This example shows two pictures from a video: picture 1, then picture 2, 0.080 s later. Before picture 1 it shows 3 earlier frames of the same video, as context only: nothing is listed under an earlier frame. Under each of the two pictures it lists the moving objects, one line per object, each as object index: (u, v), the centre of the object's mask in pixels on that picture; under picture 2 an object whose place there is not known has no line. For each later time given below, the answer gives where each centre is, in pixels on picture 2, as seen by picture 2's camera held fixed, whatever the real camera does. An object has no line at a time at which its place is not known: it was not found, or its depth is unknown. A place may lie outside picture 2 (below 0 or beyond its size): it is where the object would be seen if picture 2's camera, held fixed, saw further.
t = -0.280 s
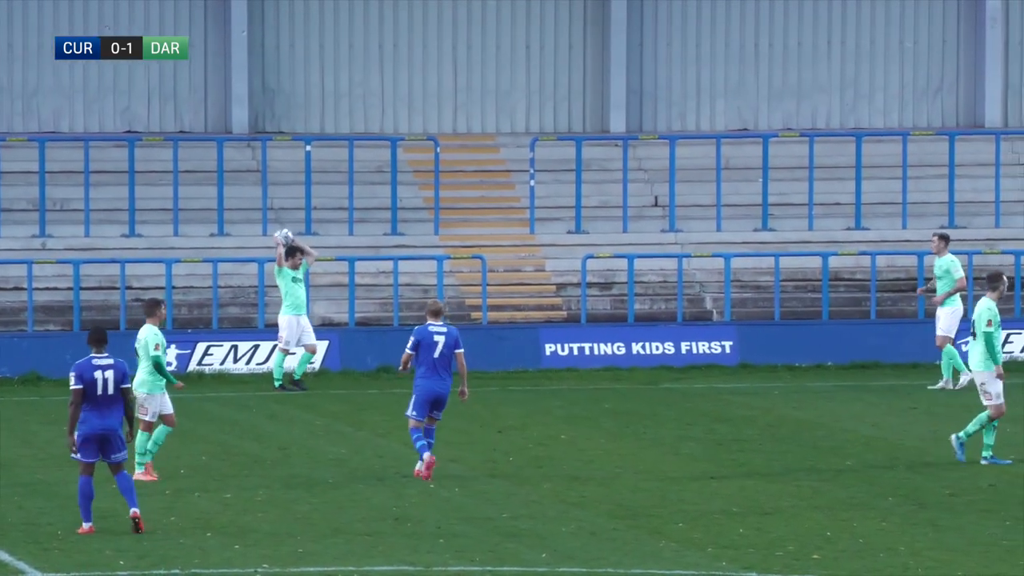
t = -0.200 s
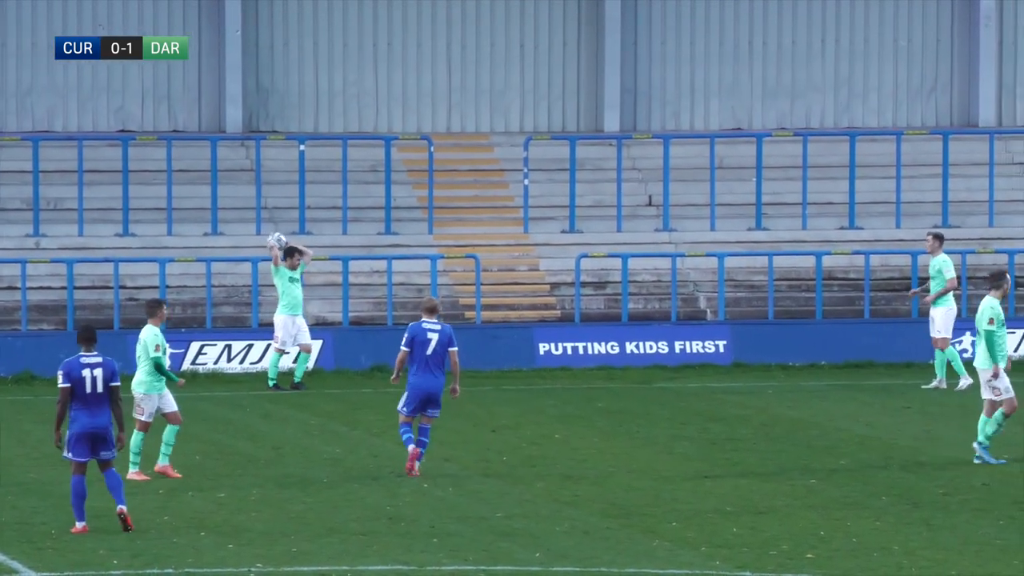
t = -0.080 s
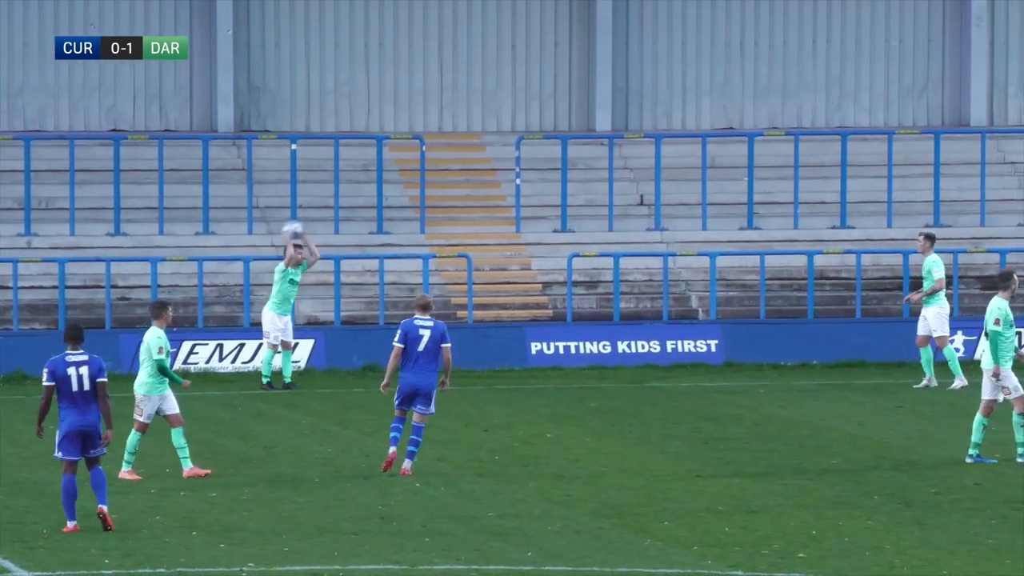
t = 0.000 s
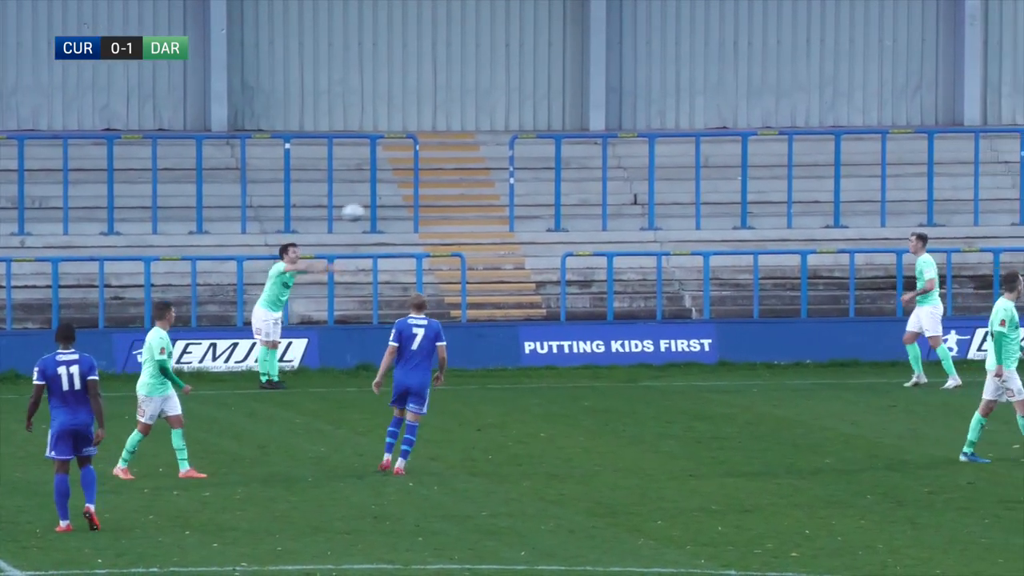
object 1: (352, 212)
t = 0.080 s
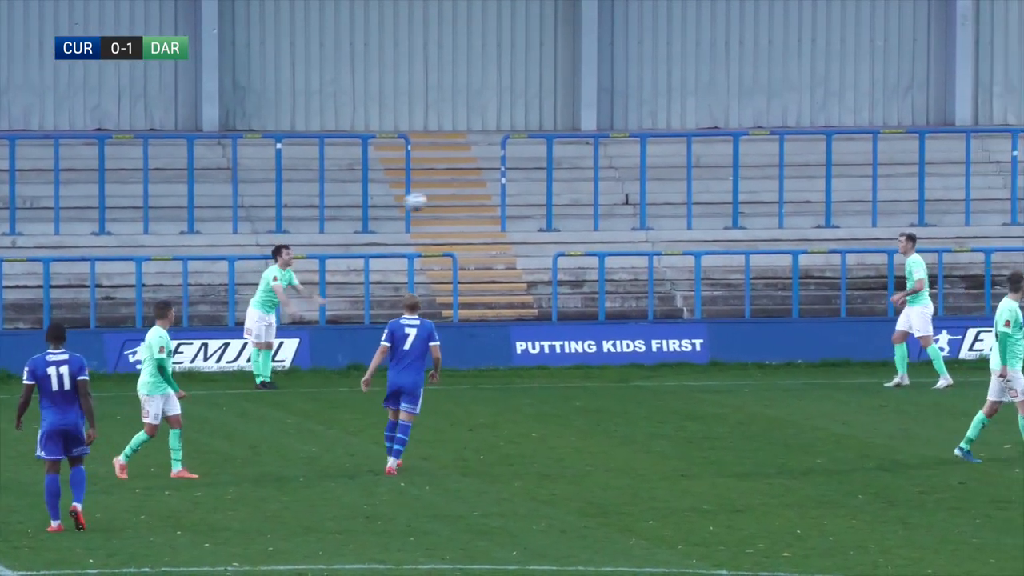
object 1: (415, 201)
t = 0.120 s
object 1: (450, 198)
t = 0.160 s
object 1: (486, 197)
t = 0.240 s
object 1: (557, 196)
